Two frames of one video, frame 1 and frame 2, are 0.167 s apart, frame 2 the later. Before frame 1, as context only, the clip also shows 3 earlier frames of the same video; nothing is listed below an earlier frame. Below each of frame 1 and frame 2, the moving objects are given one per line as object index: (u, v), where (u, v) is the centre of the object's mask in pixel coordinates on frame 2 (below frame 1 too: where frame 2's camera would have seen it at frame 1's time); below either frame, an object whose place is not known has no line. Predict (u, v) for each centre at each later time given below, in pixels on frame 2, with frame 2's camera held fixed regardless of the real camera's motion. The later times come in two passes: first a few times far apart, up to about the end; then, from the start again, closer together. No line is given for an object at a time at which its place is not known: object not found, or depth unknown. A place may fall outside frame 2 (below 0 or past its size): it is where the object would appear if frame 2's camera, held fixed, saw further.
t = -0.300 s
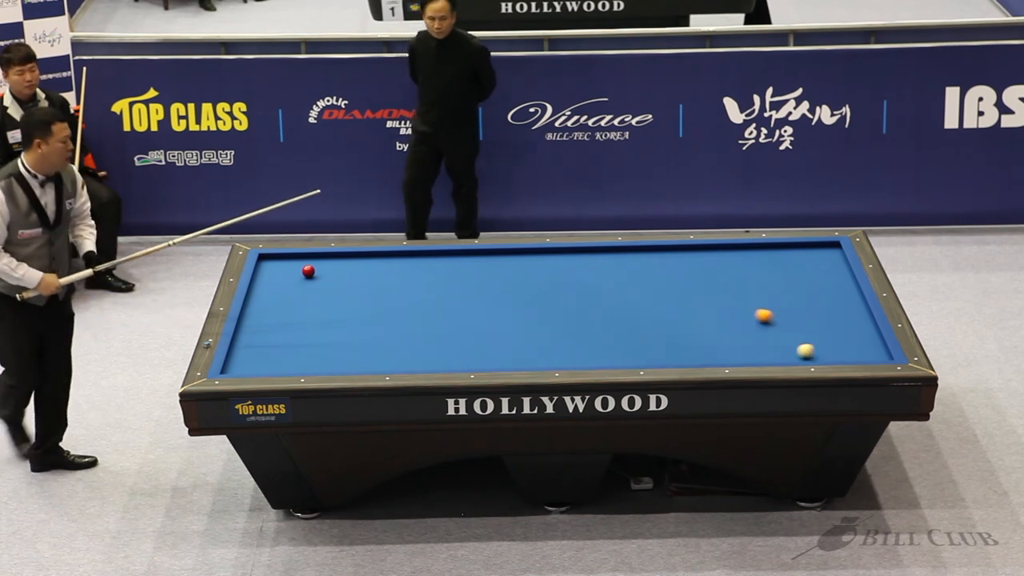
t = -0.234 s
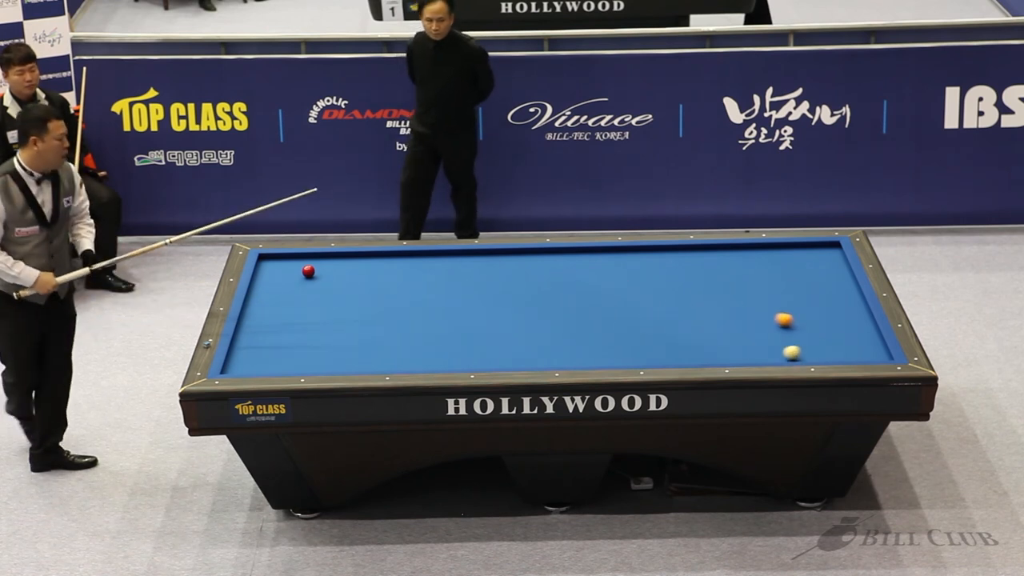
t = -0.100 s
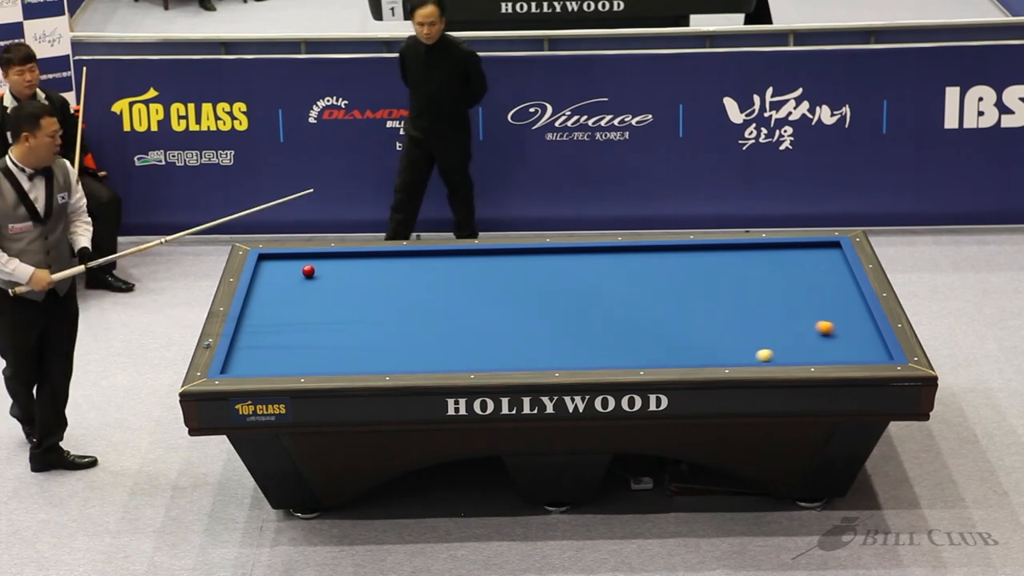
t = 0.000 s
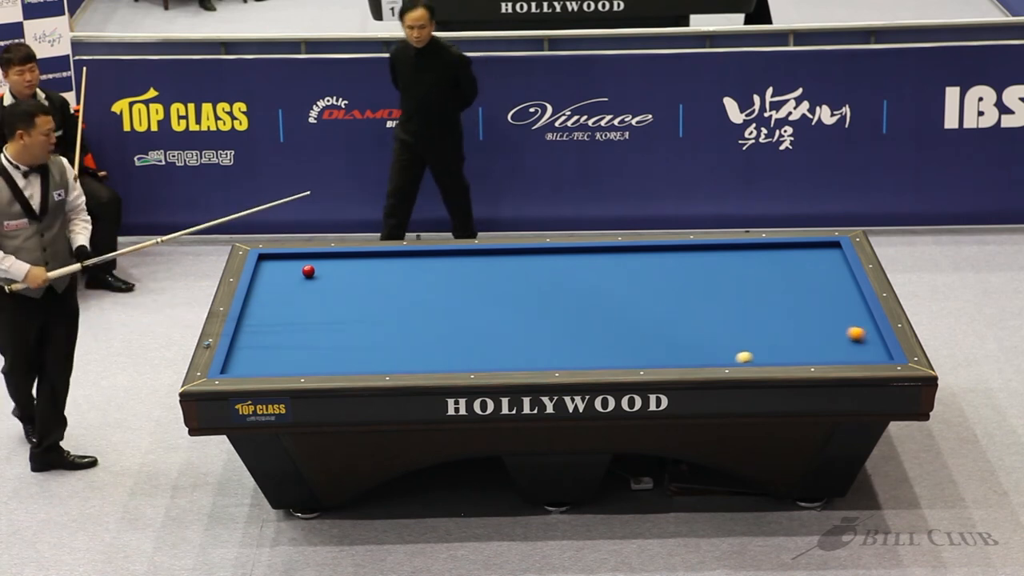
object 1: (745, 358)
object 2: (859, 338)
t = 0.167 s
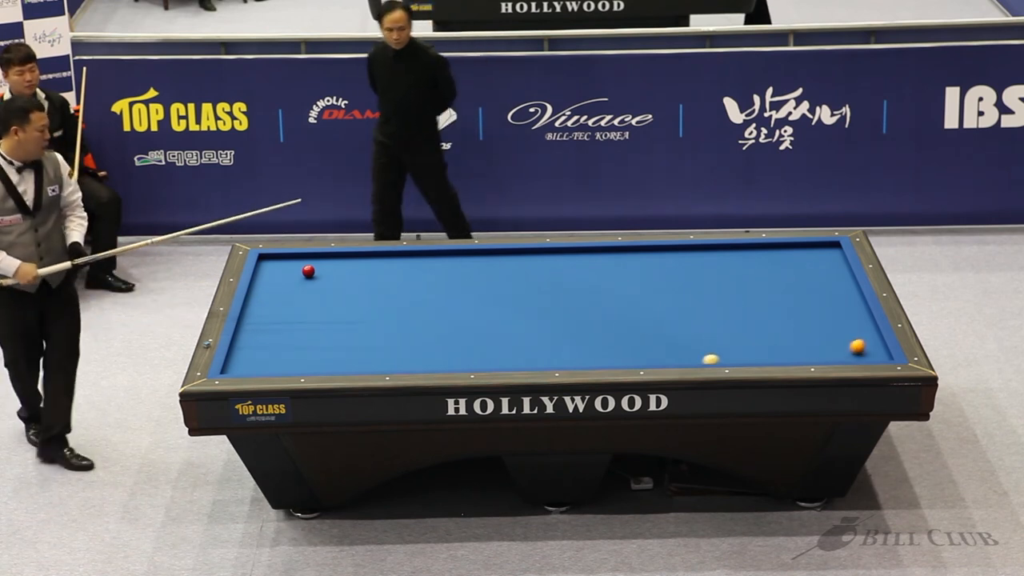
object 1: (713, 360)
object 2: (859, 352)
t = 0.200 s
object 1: (705, 359)
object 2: (853, 354)
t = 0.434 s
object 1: (662, 358)
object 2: (814, 357)
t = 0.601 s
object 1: (632, 358)
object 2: (783, 351)
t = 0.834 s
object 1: (591, 357)
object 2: (742, 341)
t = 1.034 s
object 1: (556, 355)
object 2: (707, 331)
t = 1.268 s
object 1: (517, 354)
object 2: (669, 322)
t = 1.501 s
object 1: (479, 352)
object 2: (632, 313)
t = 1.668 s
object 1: (451, 351)
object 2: (607, 307)
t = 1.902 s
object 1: (414, 349)
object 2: (573, 299)
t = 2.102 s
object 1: (383, 348)
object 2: (545, 293)
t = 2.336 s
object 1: (347, 347)
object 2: (513, 285)
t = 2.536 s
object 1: (317, 345)
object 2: (487, 278)
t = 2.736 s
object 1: (287, 344)
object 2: (462, 272)
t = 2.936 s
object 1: (259, 343)
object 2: (437, 266)
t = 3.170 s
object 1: (246, 340)
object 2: (409, 259)
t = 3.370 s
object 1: (264, 337)
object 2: (387, 254)
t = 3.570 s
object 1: (280, 334)
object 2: (370, 258)
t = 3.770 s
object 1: (296, 331)
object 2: (353, 261)
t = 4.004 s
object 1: (314, 328)
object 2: (333, 265)
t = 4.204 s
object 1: (329, 325)
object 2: (318, 267)
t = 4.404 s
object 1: (344, 323)
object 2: (312, 267)
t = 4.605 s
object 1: (357, 320)
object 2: (306, 267)
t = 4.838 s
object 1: (373, 317)
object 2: (300, 267)
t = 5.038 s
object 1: (386, 315)
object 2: (296, 266)
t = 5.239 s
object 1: (398, 312)
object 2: (291, 266)
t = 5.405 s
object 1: (408, 310)
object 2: (288, 266)
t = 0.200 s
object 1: (705, 359)
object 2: (853, 354)
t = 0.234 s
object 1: (698, 359)
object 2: (848, 356)
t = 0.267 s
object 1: (693, 359)
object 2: (843, 357)
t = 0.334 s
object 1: (681, 359)
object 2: (832, 358)
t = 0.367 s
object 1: (674, 359)
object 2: (825, 358)
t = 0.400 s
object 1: (668, 358)
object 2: (819, 358)
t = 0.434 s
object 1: (662, 358)
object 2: (814, 357)
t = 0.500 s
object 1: (650, 358)
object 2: (801, 355)
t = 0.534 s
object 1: (644, 358)
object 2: (795, 353)
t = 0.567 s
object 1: (638, 358)
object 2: (788, 352)
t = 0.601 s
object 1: (632, 358)
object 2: (783, 351)
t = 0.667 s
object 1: (620, 358)
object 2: (771, 348)
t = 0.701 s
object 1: (614, 358)
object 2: (765, 347)
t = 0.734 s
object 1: (608, 358)
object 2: (759, 345)
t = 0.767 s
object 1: (602, 357)
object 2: (753, 344)
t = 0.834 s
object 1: (591, 357)
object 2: (742, 341)
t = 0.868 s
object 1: (585, 357)
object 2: (736, 339)
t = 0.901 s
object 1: (580, 356)
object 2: (730, 338)
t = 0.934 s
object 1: (573, 356)
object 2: (724, 337)
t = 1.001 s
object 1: (562, 356)
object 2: (712, 332)
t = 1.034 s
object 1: (556, 355)
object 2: (707, 331)
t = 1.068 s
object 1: (551, 355)
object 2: (701, 330)
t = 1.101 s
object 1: (545, 355)
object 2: (696, 328)
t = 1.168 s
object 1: (534, 354)
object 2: (685, 326)
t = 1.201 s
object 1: (528, 354)
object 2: (679, 324)
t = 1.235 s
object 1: (523, 354)
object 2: (675, 323)
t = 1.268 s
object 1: (517, 354)
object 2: (669, 322)
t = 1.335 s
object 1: (506, 353)
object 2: (659, 320)
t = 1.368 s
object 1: (500, 353)
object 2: (652, 318)
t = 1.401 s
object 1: (495, 353)
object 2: (647, 317)
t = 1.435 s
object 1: (489, 352)
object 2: (643, 316)
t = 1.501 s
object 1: (479, 352)
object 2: (632, 313)
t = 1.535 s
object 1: (472, 352)
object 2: (627, 312)
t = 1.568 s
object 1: (467, 352)
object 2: (622, 311)
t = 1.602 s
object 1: (462, 351)
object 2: (616, 310)
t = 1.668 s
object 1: (451, 351)
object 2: (607, 307)
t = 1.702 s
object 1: (446, 351)
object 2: (602, 306)
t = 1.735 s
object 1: (440, 351)
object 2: (597, 305)
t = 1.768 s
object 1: (435, 350)
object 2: (592, 304)
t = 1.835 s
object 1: (425, 350)
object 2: (582, 302)
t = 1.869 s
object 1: (419, 350)
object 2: (577, 300)
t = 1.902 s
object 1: (414, 349)
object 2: (573, 299)
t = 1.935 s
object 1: (409, 349)
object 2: (568, 298)
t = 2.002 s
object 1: (398, 349)
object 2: (559, 296)
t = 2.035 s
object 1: (393, 349)
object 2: (554, 295)
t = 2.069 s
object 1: (388, 348)
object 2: (549, 293)
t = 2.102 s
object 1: (383, 348)
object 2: (545, 293)
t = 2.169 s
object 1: (372, 348)
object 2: (535, 290)
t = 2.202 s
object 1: (368, 348)
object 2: (531, 290)
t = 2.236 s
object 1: (362, 347)
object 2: (526, 288)
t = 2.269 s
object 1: (357, 347)
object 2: (522, 287)
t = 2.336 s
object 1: (347, 347)
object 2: (513, 285)
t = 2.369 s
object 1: (342, 346)
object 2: (509, 284)
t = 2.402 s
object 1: (337, 346)
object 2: (504, 283)
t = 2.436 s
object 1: (332, 346)
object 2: (500, 282)
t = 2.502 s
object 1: (322, 345)
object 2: (491, 280)
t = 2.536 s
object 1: (317, 345)
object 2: (487, 278)
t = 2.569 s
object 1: (312, 345)
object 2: (483, 278)
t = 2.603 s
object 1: (307, 345)
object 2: (478, 276)
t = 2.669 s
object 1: (298, 344)
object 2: (470, 274)
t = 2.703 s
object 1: (293, 344)
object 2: (466, 274)
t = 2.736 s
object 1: (287, 344)
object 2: (462, 272)
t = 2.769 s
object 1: (283, 344)
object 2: (457, 271)
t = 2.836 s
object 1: (273, 343)
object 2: (449, 269)
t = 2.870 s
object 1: (269, 343)
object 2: (445, 268)
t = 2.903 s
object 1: (264, 343)
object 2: (441, 267)
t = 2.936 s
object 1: (259, 343)
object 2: (437, 266)
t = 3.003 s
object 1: (249, 342)
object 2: (429, 264)
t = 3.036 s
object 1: (245, 342)
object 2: (425, 264)
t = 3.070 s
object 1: (240, 342)
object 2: (421, 262)
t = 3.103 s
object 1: (238, 342)
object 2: (417, 262)
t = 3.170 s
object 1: (246, 340)
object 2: (409, 259)
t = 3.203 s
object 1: (249, 340)
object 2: (406, 258)
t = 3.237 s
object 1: (252, 340)
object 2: (402, 258)
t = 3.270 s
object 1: (255, 339)
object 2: (398, 257)
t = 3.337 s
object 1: (260, 338)
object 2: (391, 255)
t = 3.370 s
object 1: (264, 337)
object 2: (387, 254)
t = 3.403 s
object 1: (266, 337)
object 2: (385, 255)
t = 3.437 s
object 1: (269, 336)
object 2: (382, 256)
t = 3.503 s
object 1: (275, 335)
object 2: (376, 257)
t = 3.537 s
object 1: (277, 335)
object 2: (373, 258)
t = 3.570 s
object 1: (280, 334)
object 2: (370, 258)
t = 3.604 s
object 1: (283, 334)
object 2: (367, 259)
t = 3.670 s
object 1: (288, 333)
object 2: (361, 260)
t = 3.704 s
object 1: (291, 333)
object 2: (359, 260)
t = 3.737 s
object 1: (294, 332)
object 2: (355, 261)
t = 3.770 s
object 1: (296, 331)
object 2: (353, 261)
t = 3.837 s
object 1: (301, 330)
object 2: (347, 263)
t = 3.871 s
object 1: (304, 330)
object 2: (344, 263)
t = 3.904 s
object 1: (307, 329)
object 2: (342, 264)
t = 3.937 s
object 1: (309, 329)
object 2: (339, 264)
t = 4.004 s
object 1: (314, 328)
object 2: (333, 265)
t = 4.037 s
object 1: (317, 328)
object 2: (330, 265)
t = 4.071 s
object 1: (319, 327)
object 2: (328, 266)
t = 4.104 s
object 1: (322, 327)
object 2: (325, 267)
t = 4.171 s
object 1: (327, 325)
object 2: (319, 267)
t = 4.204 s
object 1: (329, 325)
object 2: (318, 267)
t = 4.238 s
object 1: (332, 325)
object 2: (317, 268)
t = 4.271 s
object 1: (334, 324)
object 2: (316, 267)
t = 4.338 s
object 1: (339, 323)
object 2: (314, 267)
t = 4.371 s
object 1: (341, 323)
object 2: (313, 268)
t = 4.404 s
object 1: (344, 323)
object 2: (312, 267)
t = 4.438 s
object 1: (346, 322)
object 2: (311, 267)
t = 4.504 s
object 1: (351, 321)
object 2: (309, 267)
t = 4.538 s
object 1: (353, 321)
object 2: (308, 267)
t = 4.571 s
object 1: (355, 320)
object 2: (307, 267)
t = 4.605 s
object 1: (357, 320)
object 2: (306, 267)
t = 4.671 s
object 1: (362, 319)
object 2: (305, 267)
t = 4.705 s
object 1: (364, 319)
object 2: (304, 267)
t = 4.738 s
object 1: (367, 318)
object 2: (303, 267)
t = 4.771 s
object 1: (369, 318)
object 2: (302, 267)
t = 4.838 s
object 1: (373, 317)
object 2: (300, 267)
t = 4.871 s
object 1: (375, 317)
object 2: (300, 266)
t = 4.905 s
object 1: (378, 316)
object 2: (299, 266)
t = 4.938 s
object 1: (380, 316)
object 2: (298, 266)
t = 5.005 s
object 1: (384, 315)
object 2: (296, 266)
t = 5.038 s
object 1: (386, 315)
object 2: (296, 266)
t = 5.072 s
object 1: (388, 314)
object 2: (295, 266)
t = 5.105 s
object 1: (390, 314)
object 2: (294, 266)
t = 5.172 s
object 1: (394, 313)
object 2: (293, 266)
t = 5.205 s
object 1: (397, 313)
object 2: (292, 266)
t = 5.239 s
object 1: (398, 312)
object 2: (291, 266)
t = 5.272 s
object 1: (400, 312)
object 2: (290, 266)
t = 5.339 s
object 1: (405, 311)
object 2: (289, 266)
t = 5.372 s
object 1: (406, 311)
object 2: (289, 266)
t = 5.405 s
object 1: (408, 310)
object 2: (288, 266)
